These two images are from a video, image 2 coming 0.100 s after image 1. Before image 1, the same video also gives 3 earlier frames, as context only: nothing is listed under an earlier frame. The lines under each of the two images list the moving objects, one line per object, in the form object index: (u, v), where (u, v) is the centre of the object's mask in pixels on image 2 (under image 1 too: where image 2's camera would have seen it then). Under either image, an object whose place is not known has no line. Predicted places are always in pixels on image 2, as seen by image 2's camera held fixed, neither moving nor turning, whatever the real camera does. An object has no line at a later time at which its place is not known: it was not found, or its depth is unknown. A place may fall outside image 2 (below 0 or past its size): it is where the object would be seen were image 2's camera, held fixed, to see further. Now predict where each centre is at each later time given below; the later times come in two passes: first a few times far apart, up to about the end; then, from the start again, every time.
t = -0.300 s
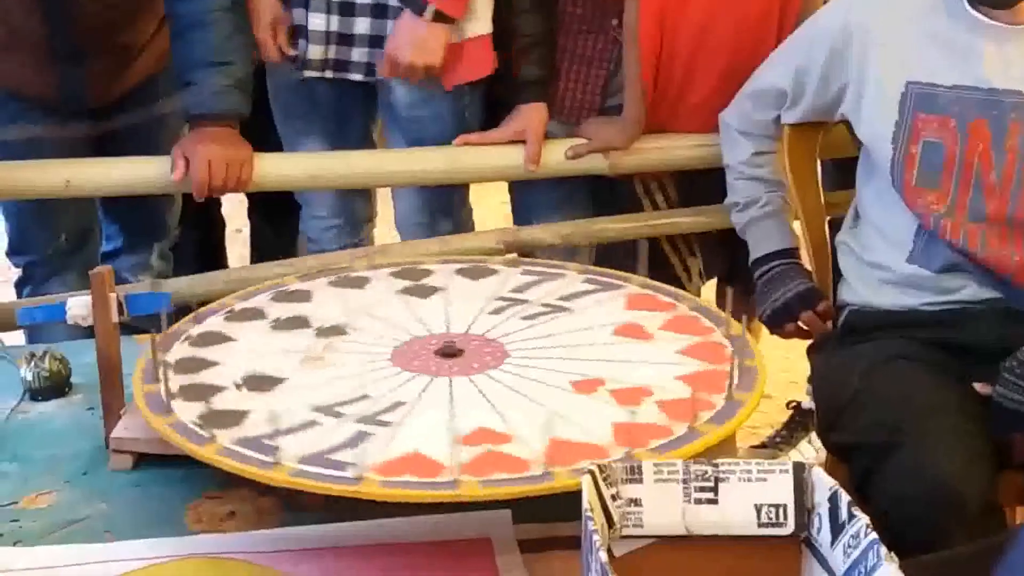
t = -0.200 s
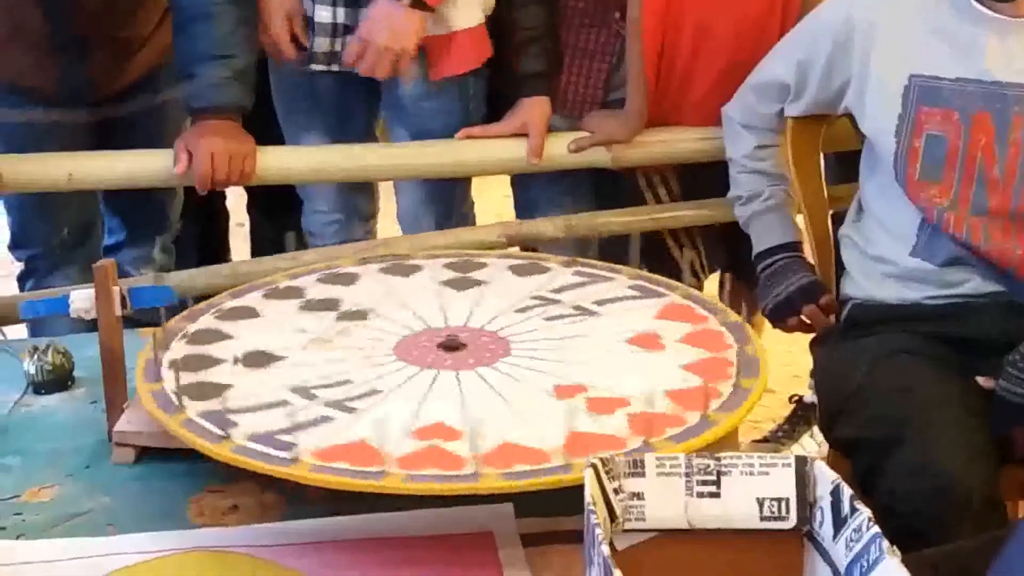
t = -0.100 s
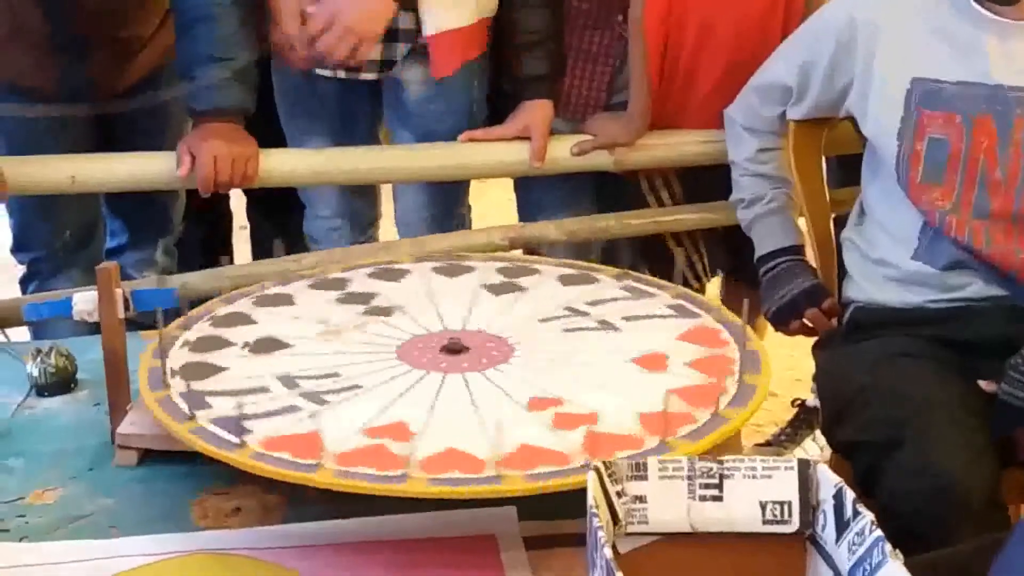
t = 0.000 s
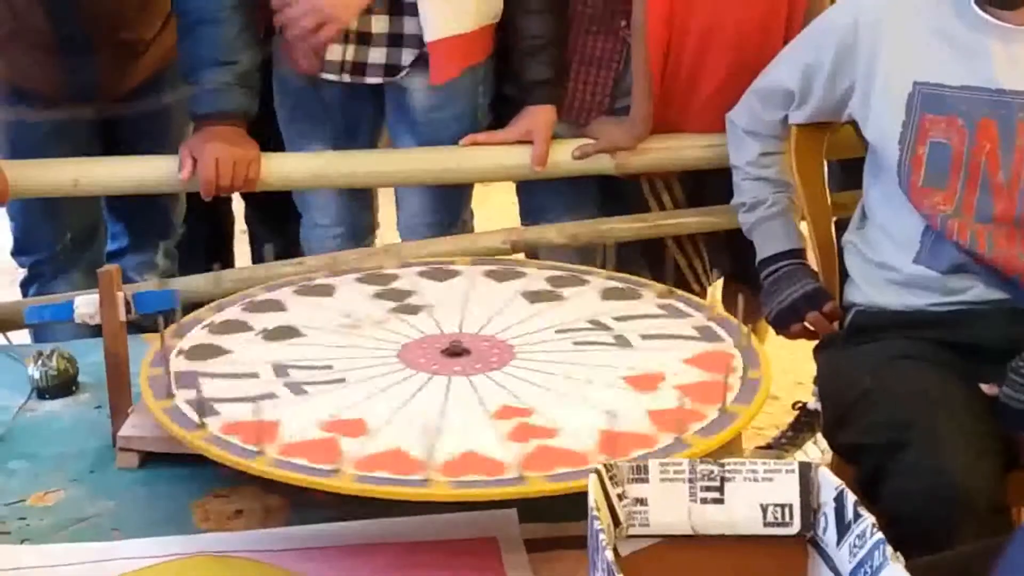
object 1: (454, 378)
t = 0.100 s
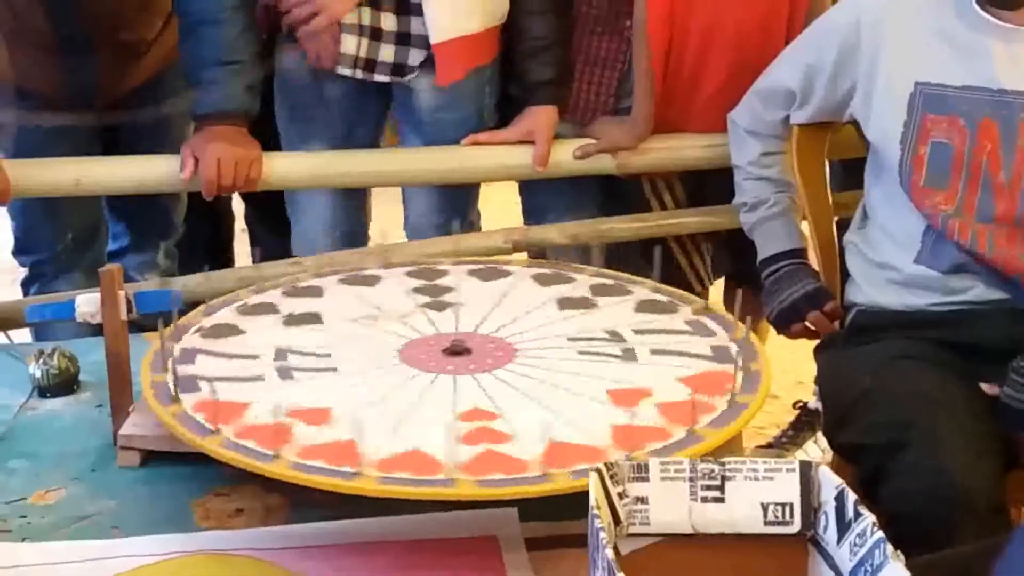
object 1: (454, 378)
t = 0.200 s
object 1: (453, 378)
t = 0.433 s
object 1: (451, 377)
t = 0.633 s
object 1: (450, 377)
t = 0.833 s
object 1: (452, 376)
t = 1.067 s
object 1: (454, 375)
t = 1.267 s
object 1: (455, 375)
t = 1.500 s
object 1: (455, 375)
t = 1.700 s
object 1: (455, 376)
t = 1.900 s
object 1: (454, 376)
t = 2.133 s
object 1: (453, 377)
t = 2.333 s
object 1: (453, 377)
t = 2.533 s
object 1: (453, 376)
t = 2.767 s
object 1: (454, 376)
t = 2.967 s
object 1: (454, 376)
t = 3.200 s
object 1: (454, 376)
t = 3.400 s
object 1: (455, 376)
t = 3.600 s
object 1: (454, 376)
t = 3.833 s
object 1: (453, 376)
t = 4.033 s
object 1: (452, 377)
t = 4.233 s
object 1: (451, 377)
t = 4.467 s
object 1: (450, 376)
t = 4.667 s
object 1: (450, 376)
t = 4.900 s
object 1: (449, 375)
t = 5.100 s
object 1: (449, 375)
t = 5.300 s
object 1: (453, 375)
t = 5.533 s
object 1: (454, 375)
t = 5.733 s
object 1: (454, 375)
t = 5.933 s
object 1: (455, 375)
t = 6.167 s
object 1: (454, 375)
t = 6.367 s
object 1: (455, 375)
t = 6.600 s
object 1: (455, 375)
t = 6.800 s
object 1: (455, 375)
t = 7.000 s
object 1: (455, 376)
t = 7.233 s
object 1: (455, 376)
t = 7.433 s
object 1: (455, 375)
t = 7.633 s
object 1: (456, 376)
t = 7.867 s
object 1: (473, 366)
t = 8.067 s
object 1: (481, 363)
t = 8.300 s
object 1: (475, 365)
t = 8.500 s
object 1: (463, 371)
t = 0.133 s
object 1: (454, 378)
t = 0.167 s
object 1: (453, 378)
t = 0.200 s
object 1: (453, 378)
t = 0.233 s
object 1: (453, 378)
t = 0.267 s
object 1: (453, 378)
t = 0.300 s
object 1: (452, 378)
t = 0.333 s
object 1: (452, 378)
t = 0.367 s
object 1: (452, 378)
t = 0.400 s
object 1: (451, 378)
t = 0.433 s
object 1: (451, 377)
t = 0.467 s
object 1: (451, 377)
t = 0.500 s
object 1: (451, 378)
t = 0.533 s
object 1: (451, 377)
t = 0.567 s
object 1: (451, 377)
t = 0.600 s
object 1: (451, 377)
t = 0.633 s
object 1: (450, 377)
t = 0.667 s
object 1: (450, 377)
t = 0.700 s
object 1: (451, 377)
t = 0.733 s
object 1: (451, 376)
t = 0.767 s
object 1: (451, 376)
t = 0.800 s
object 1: (452, 376)
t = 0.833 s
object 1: (452, 376)
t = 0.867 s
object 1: (452, 376)
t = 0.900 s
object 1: (452, 375)
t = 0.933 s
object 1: (453, 375)
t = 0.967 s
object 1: (453, 375)
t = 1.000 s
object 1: (454, 375)
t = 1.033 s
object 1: (454, 375)
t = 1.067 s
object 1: (454, 375)
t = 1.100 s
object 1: (455, 375)
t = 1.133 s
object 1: (455, 375)
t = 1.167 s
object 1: (455, 375)
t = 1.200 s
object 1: (455, 375)
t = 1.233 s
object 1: (455, 375)
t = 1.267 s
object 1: (455, 375)
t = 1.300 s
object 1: (455, 376)
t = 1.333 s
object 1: (455, 375)
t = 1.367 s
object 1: (454, 375)
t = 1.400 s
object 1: (454, 375)
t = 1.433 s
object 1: (454, 375)
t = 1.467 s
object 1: (455, 376)
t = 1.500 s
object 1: (455, 375)
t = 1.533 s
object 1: (455, 376)
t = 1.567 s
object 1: (455, 376)
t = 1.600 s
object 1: (454, 376)
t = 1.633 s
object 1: (455, 376)
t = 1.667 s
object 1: (455, 376)
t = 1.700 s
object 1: (455, 376)
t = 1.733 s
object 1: (454, 376)
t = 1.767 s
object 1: (455, 376)
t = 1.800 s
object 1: (454, 376)
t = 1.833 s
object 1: (455, 376)
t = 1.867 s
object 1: (455, 376)
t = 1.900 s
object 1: (454, 376)
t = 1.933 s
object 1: (454, 376)
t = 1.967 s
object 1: (454, 376)
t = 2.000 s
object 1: (454, 376)
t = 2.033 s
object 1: (453, 376)
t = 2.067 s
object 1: (454, 377)
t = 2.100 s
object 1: (453, 377)
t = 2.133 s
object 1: (453, 377)
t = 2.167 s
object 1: (453, 377)
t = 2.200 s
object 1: (452, 377)
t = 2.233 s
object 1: (453, 377)
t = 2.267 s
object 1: (453, 377)
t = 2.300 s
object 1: (453, 377)
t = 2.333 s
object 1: (453, 377)
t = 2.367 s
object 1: (453, 376)
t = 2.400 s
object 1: (452, 376)
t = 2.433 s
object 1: (452, 376)
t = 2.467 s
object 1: (453, 376)
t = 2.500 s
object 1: (453, 376)
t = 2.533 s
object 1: (453, 376)
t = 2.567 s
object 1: (453, 376)
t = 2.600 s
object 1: (453, 376)
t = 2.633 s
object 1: (453, 376)
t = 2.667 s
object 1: (453, 376)
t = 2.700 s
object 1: (454, 376)
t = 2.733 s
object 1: (454, 376)
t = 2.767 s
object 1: (454, 376)
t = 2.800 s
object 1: (454, 376)
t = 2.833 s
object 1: (454, 375)
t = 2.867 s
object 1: (454, 375)
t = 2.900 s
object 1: (454, 376)
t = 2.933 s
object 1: (454, 376)
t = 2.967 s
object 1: (454, 376)
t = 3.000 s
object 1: (454, 376)
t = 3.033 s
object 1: (454, 376)
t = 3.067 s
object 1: (454, 376)
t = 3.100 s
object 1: (454, 376)
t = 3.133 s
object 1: (454, 376)
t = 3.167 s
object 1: (454, 376)
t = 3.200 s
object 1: (454, 376)
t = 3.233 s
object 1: (454, 375)
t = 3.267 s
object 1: (454, 375)
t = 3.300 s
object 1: (455, 376)
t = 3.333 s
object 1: (455, 376)
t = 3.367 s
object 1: (455, 376)
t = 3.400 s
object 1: (455, 376)
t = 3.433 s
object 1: (455, 376)
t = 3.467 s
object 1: (455, 376)
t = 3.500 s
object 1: (455, 376)
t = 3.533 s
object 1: (454, 376)
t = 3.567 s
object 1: (454, 376)
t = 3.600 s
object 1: (454, 376)
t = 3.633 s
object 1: (454, 376)
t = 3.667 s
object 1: (454, 376)
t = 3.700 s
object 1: (454, 376)
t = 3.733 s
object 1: (454, 376)
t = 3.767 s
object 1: (454, 376)
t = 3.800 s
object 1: (453, 376)
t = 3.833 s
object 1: (453, 376)
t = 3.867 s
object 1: (453, 376)
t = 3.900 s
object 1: (453, 377)
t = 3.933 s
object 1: (453, 377)
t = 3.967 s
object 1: (452, 377)
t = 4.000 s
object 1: (452, 377)
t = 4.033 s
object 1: (452, 377)
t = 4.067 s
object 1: (452, 376)
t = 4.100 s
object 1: (451, 376)
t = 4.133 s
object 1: (452, 376)
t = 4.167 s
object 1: (452, 377)
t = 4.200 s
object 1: (451, 377)
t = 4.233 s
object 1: (451, 377)
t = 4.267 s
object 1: (451, 377)
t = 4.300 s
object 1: (451, 377)
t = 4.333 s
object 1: (451, 376)
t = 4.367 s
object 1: (451, 376)
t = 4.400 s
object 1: (450, 376)
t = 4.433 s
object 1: (450, 376)
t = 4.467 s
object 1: (450, 376)
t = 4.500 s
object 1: (450, 376)
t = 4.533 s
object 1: (450, 376)
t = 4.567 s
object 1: (450, 376)
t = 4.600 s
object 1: (449, 376)
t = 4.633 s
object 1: (450, 376)
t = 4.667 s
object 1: (450, 376)
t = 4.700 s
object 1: (450, 376)
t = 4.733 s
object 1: (449, 376)
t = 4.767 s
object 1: (449, 376)
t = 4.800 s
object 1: (449, 376)
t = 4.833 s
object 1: (449, 376)
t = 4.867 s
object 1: (449, 375)
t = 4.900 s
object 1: (449, 375)
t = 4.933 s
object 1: (449, 375)
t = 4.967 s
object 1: (449, 375)
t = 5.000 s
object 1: (449, 375)
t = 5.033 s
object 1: (449, 375)
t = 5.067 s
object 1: (449, 375)
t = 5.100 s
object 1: (449, 375)
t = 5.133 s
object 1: (449, 375)
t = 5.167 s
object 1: (449, 375)
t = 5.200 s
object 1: (449, 375)
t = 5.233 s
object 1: (449, 375)
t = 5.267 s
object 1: (453, 375)
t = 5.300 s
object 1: (453, 375)
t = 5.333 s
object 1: (453, 375)
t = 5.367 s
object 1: (453, 375)
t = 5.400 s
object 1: (453, 375)
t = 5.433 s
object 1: (454, 375)
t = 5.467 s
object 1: (454, 375)
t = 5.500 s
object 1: (454, 375)
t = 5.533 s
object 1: (454, 375)
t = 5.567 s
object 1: (454, 375)
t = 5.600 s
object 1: (454, 375)
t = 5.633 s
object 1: (454, 375)
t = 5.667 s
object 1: (454, 375)
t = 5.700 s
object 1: (454, 375)
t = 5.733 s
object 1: (454, 375)
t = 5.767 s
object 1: (454, 375)
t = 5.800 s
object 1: (454, 375)
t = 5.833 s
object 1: (454, 375)
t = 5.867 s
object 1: (455, 375)
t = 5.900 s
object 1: (455, 375)
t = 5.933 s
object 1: (455, 375)
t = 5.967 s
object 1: (454, 375)
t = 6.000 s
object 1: (455, 375)
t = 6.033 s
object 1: (455, 375)
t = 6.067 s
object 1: (455, 375)
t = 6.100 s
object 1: (455, 375)
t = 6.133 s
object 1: (454, 375)
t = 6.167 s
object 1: (454, 375)
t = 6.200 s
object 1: (455, 375)
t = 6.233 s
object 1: (454, 375)
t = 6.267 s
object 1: (455, 375)
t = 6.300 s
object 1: (455, 375)
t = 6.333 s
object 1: (455, 375)
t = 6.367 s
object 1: (455, 375)
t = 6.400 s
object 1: (455, 375)
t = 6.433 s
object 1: (455, 375)
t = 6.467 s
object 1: (455, 375)
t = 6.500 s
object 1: (455, 375)
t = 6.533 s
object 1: (455, 375)
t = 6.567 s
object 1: (455, 375)
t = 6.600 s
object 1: (455, 375)
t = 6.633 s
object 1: (455, 375)
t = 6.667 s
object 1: (455, 375)
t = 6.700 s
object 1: (455, 375)
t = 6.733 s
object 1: (455, 376)
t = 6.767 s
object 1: (455, 375)
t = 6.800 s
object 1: (455, 375)
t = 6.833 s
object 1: (455, 376)
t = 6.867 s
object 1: (455, 376)
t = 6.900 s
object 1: (455, 376)
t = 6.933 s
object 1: (455, 376)
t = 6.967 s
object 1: (455, 376)
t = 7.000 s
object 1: (455, 376)
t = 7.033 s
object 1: (455, 376)
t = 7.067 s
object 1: (455, 376)
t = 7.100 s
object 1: (455, 376)
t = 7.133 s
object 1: (455, 376)
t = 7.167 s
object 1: (455, 376)
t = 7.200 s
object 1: (455, 376)
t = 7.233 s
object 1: (455, 376)
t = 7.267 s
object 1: (455, 376)
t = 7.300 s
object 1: (455, 376)
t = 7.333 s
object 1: (455, 375)
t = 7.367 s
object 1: (455, 376)
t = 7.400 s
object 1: (456, 375)
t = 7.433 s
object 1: (455, 375)
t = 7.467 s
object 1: (455, 376)
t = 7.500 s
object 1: (455, 376)
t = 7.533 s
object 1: (455, 376)
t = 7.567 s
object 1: (455, 376)
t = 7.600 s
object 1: (455, 376)
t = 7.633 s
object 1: (456, 376)
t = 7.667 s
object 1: (456, 376)
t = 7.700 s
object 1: (456, 376)
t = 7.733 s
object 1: (457, 375)
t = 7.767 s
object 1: (461, 373)
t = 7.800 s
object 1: (465, 371)
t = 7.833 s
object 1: (470, 368)
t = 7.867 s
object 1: (473, 366)
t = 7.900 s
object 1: (475, 365)
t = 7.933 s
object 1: (478, 363)
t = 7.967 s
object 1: (480, 363)
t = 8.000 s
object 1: (481, 362)
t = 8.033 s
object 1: (482, 362)
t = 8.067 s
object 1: (481, 363)
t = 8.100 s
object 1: (482, 363)
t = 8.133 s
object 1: (481, 364)
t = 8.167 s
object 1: (480, 364)
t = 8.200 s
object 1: (480, 364)
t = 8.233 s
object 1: (479, 364)
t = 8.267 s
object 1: (476, 365)
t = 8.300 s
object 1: (475, 365)
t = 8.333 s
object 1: (474, 365)
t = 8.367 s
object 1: (472, 366)
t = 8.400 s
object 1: (469, 367)
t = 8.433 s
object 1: (466, 369)
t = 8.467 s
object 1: (465, 370)
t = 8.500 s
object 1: (463, 371)
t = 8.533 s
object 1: (460, 373)
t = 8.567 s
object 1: (457, 375)
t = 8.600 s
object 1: (454, 376)
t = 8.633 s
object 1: (453, 377)
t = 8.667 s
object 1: (454, 377)
